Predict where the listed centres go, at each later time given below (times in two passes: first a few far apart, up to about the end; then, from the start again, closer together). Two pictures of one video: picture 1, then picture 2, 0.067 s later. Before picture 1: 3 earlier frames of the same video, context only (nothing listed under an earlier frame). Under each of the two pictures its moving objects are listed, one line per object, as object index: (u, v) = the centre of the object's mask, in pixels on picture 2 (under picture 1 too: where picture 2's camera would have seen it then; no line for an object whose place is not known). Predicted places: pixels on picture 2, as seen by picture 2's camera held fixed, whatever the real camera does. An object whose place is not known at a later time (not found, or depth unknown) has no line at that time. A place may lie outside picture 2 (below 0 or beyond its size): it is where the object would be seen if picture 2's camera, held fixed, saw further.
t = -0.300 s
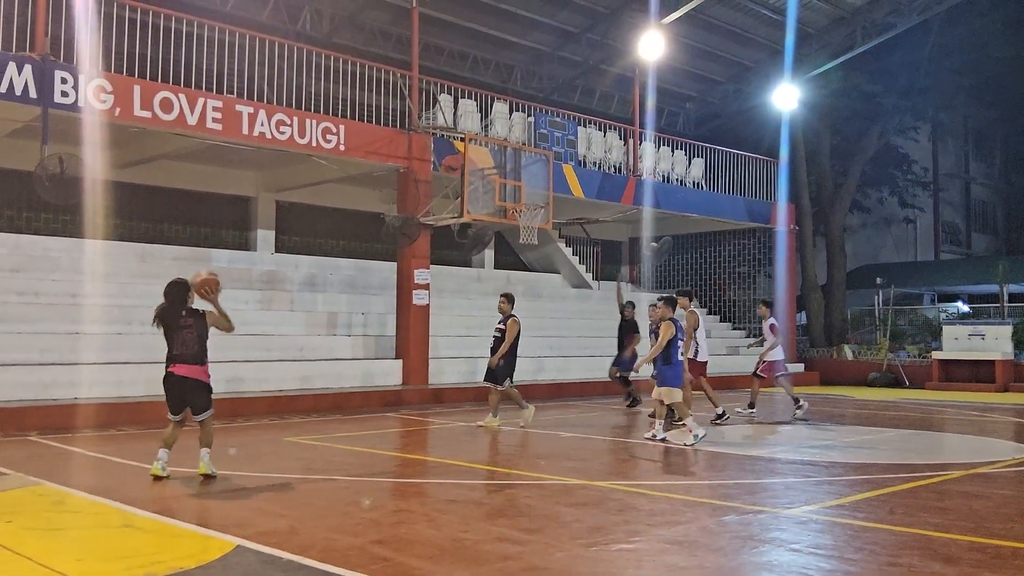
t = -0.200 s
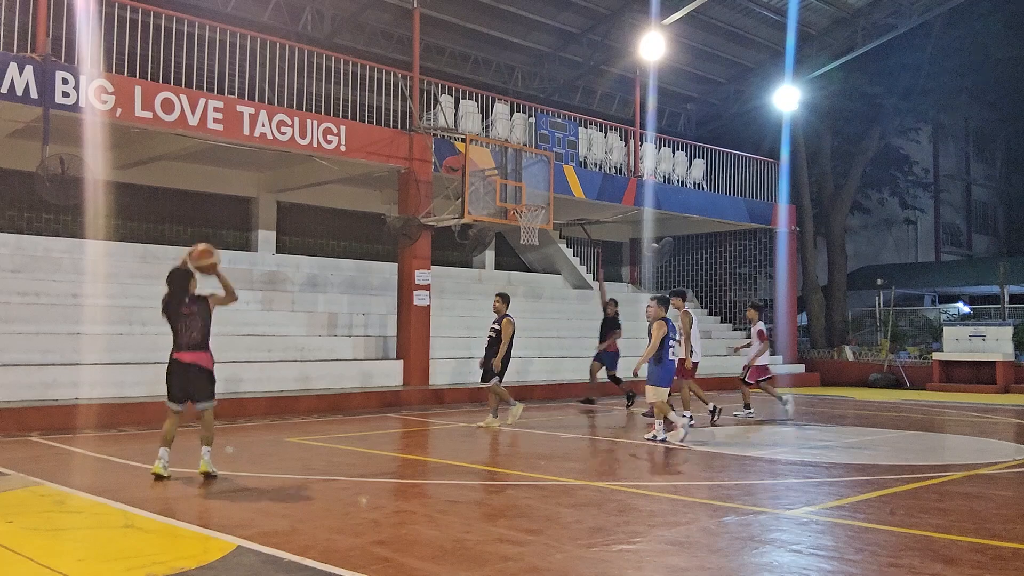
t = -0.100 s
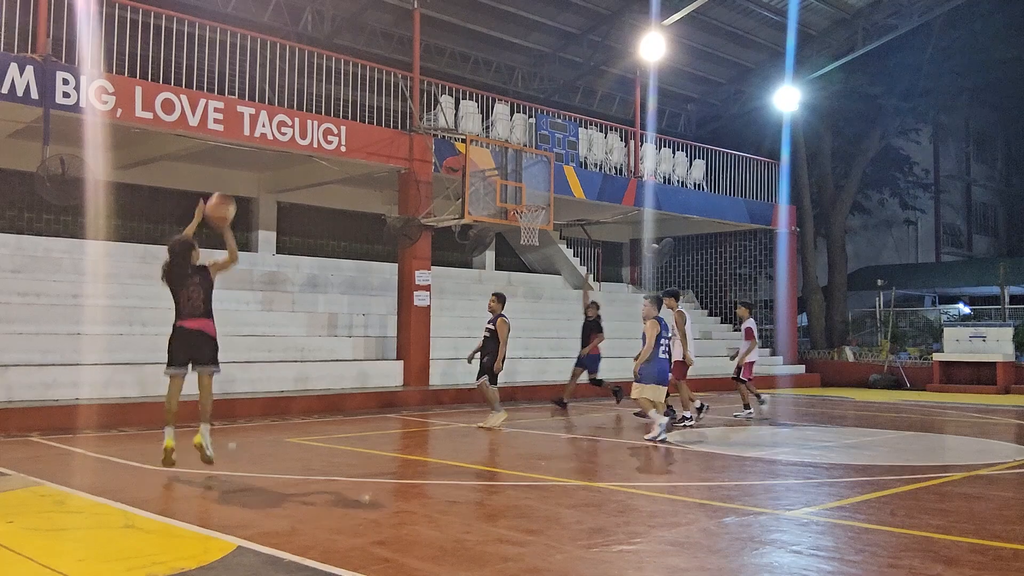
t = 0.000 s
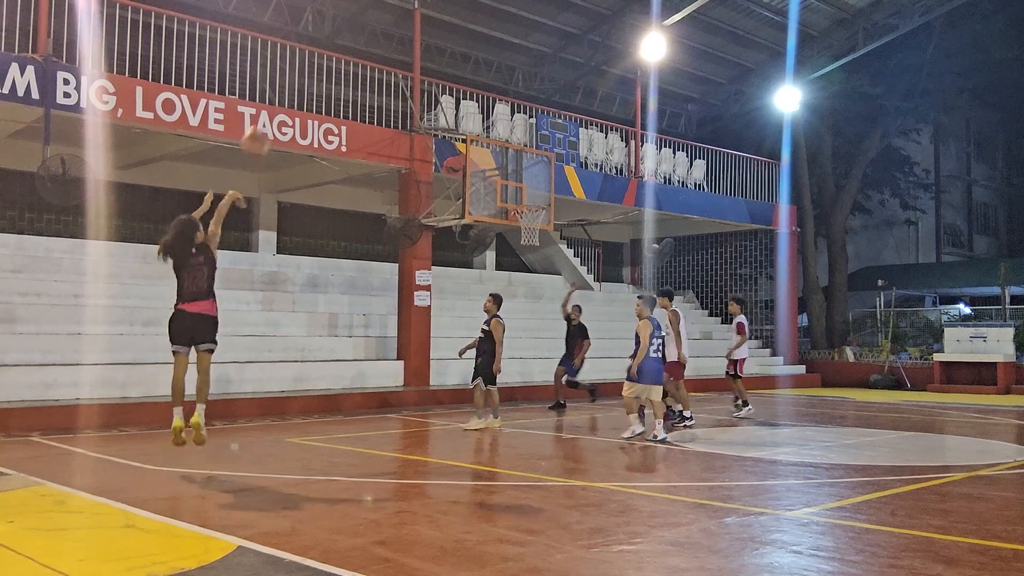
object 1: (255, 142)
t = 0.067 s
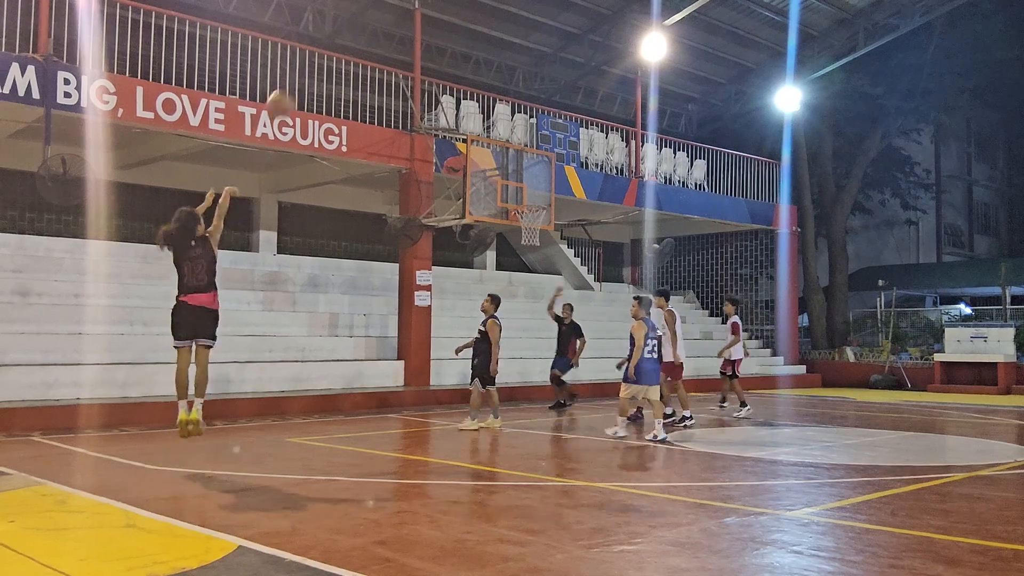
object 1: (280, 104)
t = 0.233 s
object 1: (333, 40)
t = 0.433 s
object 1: (384, 9)
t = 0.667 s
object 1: (433, 18)
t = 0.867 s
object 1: (468, 57)
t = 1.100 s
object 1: (501, 129)
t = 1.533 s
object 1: (496, 188)
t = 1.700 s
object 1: (459, 193)
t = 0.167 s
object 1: (313, 61)
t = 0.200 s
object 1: (323, 50)
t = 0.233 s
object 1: (333, 40)
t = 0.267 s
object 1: (342, 32)
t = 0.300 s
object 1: (351, 25)
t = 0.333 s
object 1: (359, 20)
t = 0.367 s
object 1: (368, 14)
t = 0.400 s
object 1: (376, 11)
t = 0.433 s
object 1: (384, 9)
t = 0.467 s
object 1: (391, 8)
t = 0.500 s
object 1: (399, 8)
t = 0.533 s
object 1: (407, 8)
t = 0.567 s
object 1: (413, 8)
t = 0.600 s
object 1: (420, 10)
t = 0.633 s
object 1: (426, 13)
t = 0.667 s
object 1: (433, 18)
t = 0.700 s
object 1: (439, 22)
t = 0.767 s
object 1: (451, 33)
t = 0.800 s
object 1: (457, 40)
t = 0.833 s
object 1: (462, 49)
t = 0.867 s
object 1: (468, 57)
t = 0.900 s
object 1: (473, 65)
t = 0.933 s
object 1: (478, 74)
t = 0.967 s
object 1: (483, 84)
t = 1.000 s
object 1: (488, 95)
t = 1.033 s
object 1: (492, 106)
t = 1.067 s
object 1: (497, 117)
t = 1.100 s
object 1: (501, 129)
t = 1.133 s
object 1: (506, 141)
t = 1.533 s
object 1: (496, 188)
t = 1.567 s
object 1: (492, 186)
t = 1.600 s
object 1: (482, 189)
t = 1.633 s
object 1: (473, 190)
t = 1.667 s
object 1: (466, 191)
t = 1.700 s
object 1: (459, 193)
